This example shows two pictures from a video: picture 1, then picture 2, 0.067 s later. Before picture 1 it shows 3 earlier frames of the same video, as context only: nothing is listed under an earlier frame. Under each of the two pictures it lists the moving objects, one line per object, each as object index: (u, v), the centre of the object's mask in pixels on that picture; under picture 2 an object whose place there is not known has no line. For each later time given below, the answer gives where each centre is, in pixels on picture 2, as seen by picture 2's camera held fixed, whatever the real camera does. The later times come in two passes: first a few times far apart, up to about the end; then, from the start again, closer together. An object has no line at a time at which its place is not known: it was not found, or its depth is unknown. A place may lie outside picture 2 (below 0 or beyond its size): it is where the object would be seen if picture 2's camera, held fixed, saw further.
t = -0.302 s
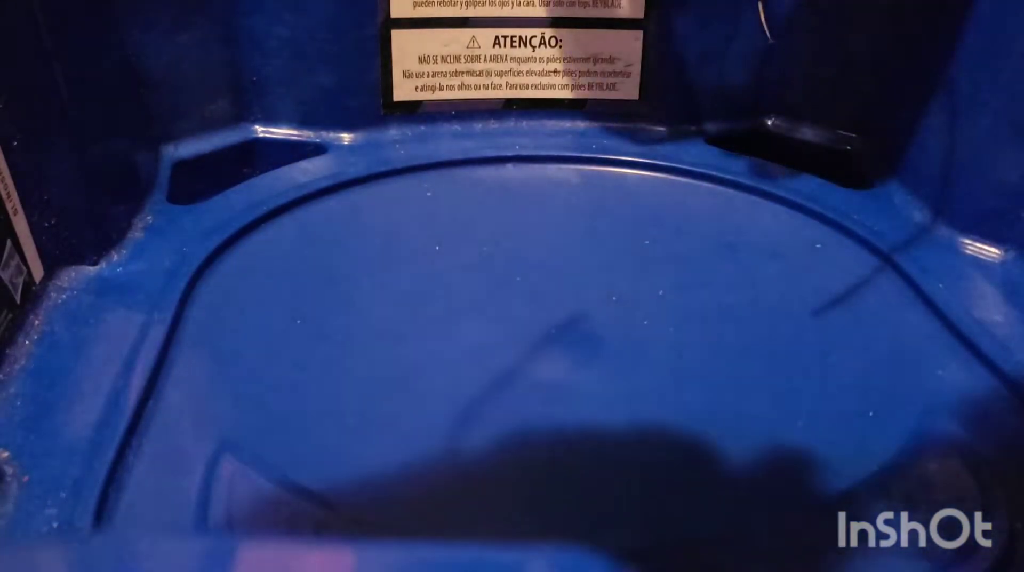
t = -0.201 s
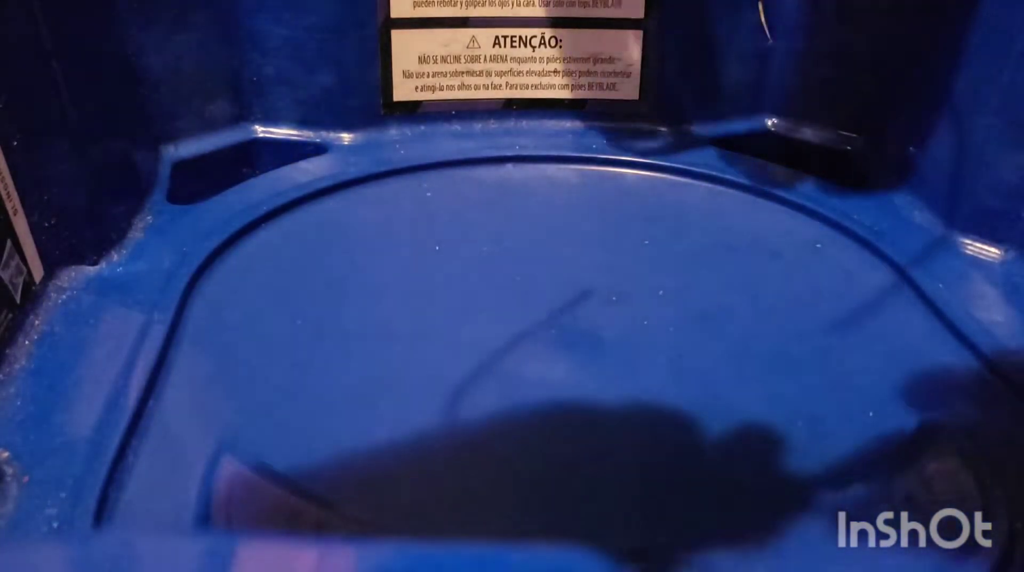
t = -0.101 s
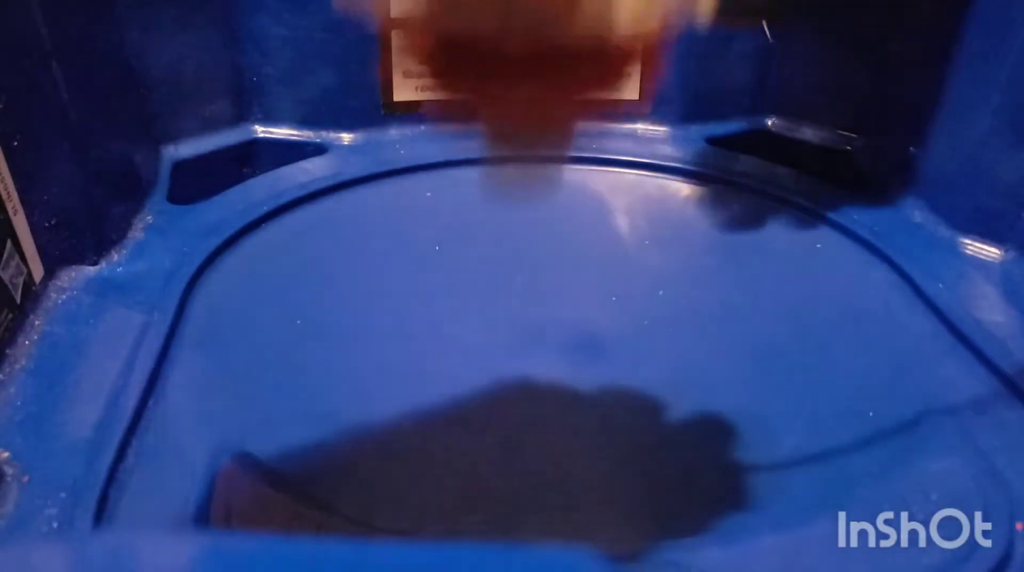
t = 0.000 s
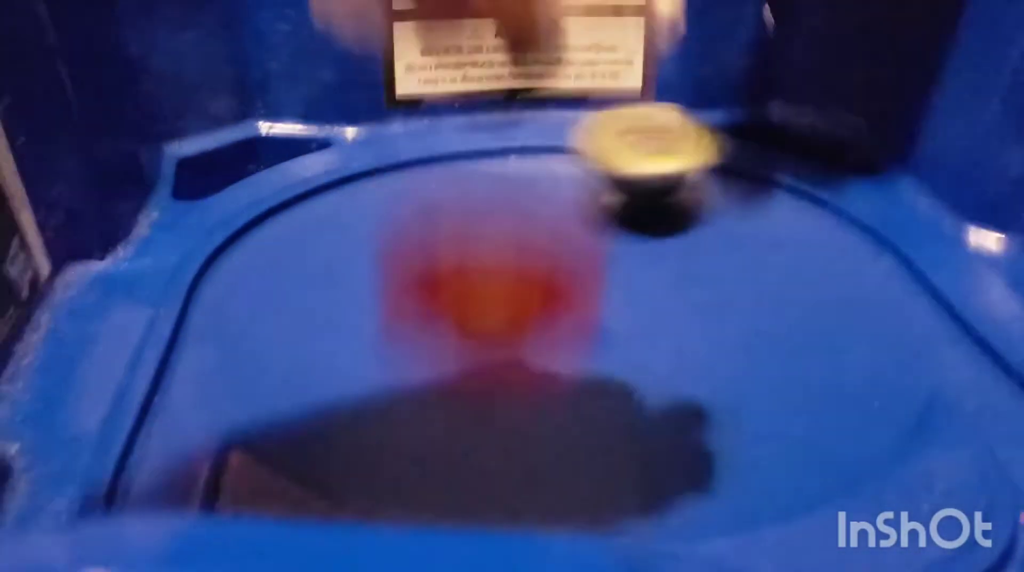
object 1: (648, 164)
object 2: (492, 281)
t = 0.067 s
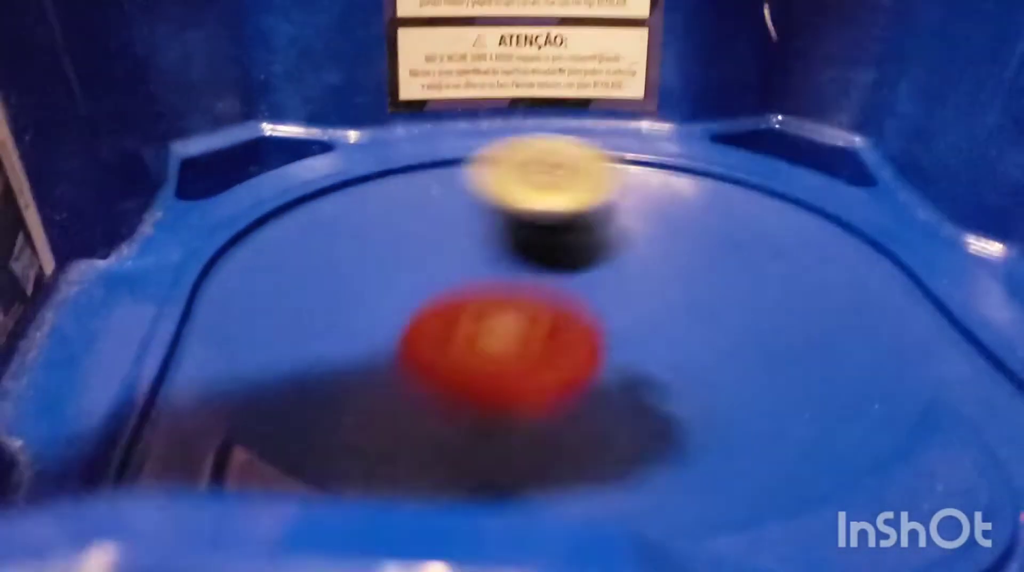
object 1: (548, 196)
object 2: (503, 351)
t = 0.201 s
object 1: (355, 258)
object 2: (560, 314)
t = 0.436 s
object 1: (360, 395)
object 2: (539, 220)
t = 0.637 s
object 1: (778, 331)
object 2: (404, 206)
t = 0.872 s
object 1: (754, 151)
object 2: (396, 321)
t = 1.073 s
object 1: (389, 175)
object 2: (657, 331)
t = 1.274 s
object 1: (293, 356)
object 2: (739, 222)
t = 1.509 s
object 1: (891, 340)
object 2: (550, 156)
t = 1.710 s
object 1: (721, 138)
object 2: (408, 237)
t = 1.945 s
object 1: (252, 226)
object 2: (544, 378)
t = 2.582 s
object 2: (570, 203)
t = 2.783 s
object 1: (563, 199)
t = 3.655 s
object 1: (584, 176)
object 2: (761, 179)
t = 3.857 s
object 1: (397, 163)
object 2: (582, 158)
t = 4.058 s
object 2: (463, 232)
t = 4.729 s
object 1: (463, 143)
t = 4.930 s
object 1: (243, 288)
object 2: (673, 247)
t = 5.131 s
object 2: (478, 232)
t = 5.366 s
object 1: (860, 216)
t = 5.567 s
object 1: (558, 141)
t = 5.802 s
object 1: (285, 234)
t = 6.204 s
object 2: (648, 182)
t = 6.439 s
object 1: (747, 166)
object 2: (500, 177)
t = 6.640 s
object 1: (454, 142)
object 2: (449, 256)
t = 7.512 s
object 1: (532, 228)
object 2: (798, 203)
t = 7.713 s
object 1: (329, 235)
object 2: (617, 200)
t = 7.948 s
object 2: (423, 231)
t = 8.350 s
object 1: (695, 184)
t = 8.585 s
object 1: (457, 155)
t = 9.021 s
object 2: (688, 213)
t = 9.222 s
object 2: (601, 165)
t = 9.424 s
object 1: (740, 205)
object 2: (499, 197)
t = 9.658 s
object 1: (493, 210)
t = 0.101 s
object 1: (495, 195)
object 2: (516, 325)
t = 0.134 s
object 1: (440, 218)
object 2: (537, 353)
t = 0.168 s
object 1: (396, 237)
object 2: (550, 332)
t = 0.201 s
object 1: (355, 258)
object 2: (560, 314)
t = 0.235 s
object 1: (318, 279)
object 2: (563, 298)
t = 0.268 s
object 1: (290, 303)
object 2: (561, 284)
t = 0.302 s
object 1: (270, 327)
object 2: (560, 270)
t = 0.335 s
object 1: (264, 354)
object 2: (560, 256)
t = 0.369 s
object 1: (281, 371)
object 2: (558, 242)
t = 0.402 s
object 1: (310, 383)
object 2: (551, 231)
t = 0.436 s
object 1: (360, 395)
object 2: (539, 220)
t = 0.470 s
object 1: (424, 401)
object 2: (524, 213)
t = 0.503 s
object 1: (495, 400)
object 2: (505, 207)
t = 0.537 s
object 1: (570, 392)
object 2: (483, 203)
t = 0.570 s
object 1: (645, 379)
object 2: (457, 201)
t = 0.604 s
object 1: (717, 358)
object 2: (430, 202)
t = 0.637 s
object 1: (778, 331)
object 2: (404, 206)
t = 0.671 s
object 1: (827, 299)
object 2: (379, 214)
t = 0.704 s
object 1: (862, 264)
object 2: (359, 227)
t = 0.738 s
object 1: (878, 228)
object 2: (346, 244)
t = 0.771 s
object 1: (866, 200)
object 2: (342, 261)
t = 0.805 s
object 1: (840, 178)
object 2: (348, 282)
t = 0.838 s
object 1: (800, 163)
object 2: (367, 302)
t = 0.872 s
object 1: (754, 151)
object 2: (396, 321)
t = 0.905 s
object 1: (703, 145)
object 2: (433, 335)
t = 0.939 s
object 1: (645, 147)
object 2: (479, 345)
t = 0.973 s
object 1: (580, 152)
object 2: (528, 349)
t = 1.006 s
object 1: (517, 158)
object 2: (575, 348)
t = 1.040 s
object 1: (453, 165)
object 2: (618, 341)
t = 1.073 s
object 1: (389, 175)
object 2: (657, 331)
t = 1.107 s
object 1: (327, 187)
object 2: (691, 317)
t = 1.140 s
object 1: (274, 204)
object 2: (718, 301)
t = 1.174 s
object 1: (245, 228)
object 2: (737, 282)
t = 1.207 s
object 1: (242, 267)
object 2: (747, 262)
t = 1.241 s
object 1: (258, 310)
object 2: (747, 242)
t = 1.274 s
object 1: (293, 356)
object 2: (739, 222)
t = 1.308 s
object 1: (351, 395)
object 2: (726, 204)
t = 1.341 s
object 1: (449, 417)
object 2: (706, 188)
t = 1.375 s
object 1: (562, 434)
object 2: (680, 175)
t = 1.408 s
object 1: (675, 437)
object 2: (651, 164)
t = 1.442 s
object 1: (779, 416)
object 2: (620, 158)
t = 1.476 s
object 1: (850, 381)
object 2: (583, 155)
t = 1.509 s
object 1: (891, 340)
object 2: (550, 156)
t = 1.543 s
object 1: (912, 295)
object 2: (518, 161)
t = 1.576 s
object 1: (909, 246)
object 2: (487, 171)
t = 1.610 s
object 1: (885, 208)
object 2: (460, 183)
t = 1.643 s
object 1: (844, 177)
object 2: (438, 198)
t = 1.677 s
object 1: (786, 155)
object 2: (420, 216)
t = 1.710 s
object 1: (721, 138)
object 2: (408, 237)
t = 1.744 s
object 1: (650, 135)
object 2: (403, 259)
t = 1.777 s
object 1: (569, 138)
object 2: (406, 282)
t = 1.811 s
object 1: (495, 141)
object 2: (417, 304)
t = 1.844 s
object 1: (421, 146)
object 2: (436, 326)
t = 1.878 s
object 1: (354, 163)
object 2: (465, 348)
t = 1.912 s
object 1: (293, 193)
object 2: (502, 365)
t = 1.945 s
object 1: (252, 226)
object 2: (544, 378)
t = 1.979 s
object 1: (231, 272)
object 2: (592, 387)
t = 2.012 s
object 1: (230, 327)
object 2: (642, 392)
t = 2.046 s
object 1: (250, 372)
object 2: (693, 392)
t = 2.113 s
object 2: (781, 376)
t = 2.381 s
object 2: (798, 232)
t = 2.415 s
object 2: (766, 220)
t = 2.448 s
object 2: (731, 212)
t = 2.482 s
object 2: (693, 200)
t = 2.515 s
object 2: (648, 192)
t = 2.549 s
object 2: (608, 196)
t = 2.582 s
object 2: (570, 203)
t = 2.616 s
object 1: (686, 240)
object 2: (535, 206)
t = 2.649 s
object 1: (672, 226)
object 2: (500, 209)
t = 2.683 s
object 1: (651, 215)
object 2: (465, 215)
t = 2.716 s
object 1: (627, 207)
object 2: (432, 223)
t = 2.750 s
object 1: (596, 202)
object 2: (401, 233)
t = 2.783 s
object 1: (563, 199)
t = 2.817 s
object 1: (528, 200)
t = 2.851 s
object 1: (490, 203)
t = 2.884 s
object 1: (453, 209)
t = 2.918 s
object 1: (416, 217)
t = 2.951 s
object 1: (381, 224)
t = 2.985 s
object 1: (339, 229)
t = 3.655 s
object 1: (584, 176)
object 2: (761, 179)
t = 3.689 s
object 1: (553, 161)
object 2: (731, 171)
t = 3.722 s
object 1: (520, 149)
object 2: (700, 164)
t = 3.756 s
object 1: (488, 144)
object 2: (670, 158)
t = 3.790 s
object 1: (456, 145)
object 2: (642, 155)
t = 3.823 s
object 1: (427, 152)
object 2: (611, 155)
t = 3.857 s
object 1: (397, 163)
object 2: (582, 158)
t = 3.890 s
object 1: (366, 179)
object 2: (554, 164)
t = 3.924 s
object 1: (338, 199)
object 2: (530, 173)
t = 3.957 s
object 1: (313, 222)
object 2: (508, 186)
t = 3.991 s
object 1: (295, 252)
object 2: (490, 199)
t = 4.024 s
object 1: (288, 286)
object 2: (475, 215)
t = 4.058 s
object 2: (463, 232)
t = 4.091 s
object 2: (456, 250)
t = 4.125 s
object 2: (453, 265)
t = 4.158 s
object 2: (454, 279)
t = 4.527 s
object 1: (817, 192)
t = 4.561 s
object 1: (760, 174)
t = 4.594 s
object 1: (702, 159)
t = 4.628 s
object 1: (642, 150)
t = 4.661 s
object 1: (578, 142)
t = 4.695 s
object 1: (520, 140)
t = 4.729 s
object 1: (463, 143)
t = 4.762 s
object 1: (407, 154)
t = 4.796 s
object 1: (353, 169)
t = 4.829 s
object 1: (302, 190)
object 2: (768, 274)
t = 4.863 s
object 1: (268, 213)
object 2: (739, 264)
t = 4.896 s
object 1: (248, 249)
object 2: (707, 255)
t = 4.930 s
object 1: (243, 288)
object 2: (673, 247)
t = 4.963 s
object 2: (639, 242)
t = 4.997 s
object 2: (606, 238)
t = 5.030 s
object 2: (572, 235)
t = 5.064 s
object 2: (541, 232)
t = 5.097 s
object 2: (509, 231)
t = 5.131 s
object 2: (478, 232)
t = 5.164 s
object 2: (448, 233)
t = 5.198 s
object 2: (419, 236)
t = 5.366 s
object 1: (860, 216)
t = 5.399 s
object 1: (818, 193)
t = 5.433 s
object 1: (774, 172)
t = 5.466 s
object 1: (723, 156)
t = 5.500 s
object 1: (668, 145)
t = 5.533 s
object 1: (614, 141)
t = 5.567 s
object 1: (558, 141)
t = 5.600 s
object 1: (506, 143)
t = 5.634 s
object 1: (457, 148)
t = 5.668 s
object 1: (411, 156)
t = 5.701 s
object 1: (370, 170)
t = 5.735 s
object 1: (334, 187)
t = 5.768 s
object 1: (305, 208)
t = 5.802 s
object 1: (285, 234)
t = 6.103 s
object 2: (689, 217)
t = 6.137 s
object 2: (678, 204)
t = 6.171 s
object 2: (664, 192)
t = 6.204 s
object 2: (648, 182)
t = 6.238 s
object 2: (630, 173)
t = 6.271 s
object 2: (608, 166)
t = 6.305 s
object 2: (585, 163)
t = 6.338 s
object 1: (865, 228)
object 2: (562, 162)
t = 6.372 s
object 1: (835, 202)
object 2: (540, 164)
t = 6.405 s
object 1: (792, 183)
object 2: (519, 169)
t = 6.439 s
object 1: (747, 166)
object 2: (500, 177)
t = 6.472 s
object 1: (698, 155)
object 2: (483, 187)
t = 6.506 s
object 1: (646, 149)
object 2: (470, 198)
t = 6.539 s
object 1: (594, 146)
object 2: (460, 211)
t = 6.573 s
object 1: (548, 146)
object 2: (453, 225)
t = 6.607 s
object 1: (504, 143)
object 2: (449, 240)
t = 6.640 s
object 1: (454, 142)
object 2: (449, 256)
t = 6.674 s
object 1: (412, 157)
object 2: (452, 272)
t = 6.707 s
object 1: (376, 176)
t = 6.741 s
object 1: (348, 198)
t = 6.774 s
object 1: (326, 219)
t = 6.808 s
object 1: (309, 242)
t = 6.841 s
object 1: (300, 265)
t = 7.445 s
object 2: (851, 217)
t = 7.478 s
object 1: (565, 237)
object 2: (826, 209)
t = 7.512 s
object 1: (532, 228)
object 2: (798, 203)
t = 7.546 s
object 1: (497, 220)
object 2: (770, 197)
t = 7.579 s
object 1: (462, 217)
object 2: (740, 195)
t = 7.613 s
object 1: (426, 216)
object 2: (709, 195)
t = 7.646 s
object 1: (392, 218)
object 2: (677, 196)
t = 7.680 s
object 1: (358, 224)
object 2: (647, 197)
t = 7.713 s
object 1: (329, 235)
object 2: (617, 200)
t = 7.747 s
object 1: (304, 248)
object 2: (585, 202)
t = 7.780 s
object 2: (558, 205)
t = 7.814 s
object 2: (528, 209)
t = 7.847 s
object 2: (501, 214)
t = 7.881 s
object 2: (475, 220)
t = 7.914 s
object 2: (449, 225)
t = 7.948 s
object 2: (423, 231)
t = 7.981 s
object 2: (398, 238)
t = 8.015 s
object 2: (376, 247)
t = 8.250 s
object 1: (743, 246)
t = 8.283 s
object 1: (733, 223)
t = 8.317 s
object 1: (717, 202)
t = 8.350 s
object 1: (695, 184)
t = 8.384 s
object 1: (668, 167)
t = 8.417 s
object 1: (639, 155)
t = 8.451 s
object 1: (604, 146)
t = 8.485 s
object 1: (567, 142)
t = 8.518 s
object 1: (530, 141)
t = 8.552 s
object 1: (493, 146)
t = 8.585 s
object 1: (457, 155)
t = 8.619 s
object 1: (427, 169)
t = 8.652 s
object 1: (402, 189)
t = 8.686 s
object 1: (384, 210)
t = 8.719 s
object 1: (374, 235)
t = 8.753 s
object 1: (373, 260)
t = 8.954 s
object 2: (699, 238)
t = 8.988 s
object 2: (695, 225)
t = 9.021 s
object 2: (688, 213)
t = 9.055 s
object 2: (678, 201)
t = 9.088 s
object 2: (667, 190)
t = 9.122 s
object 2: (654, 181)
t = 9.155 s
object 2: (639, 174)
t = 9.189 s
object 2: (621, 168)
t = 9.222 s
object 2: (601, 165)
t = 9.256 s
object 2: (581, 164)
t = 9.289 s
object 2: (561, 166)
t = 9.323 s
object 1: (843, 243)
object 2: (544, 171)
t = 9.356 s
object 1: (813, 227)
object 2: (527, 178)
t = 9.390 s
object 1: (779, 215)
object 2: (512, 187)
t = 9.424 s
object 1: (740, 205)
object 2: (499, 197)
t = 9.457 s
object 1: (698, 200)
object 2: (489, 210)
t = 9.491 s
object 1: (653, 198)
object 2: (481, 222)
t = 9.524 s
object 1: (610, 198)
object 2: (474, 235)
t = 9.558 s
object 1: (576, 201)
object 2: (463, 249)
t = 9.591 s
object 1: (549, 202)
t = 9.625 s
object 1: (521, 205)
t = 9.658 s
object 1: (493, 210)
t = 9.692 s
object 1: (466, 218)
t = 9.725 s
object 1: (449, 222)
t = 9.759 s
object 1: (459, 237)
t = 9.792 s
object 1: (466, 245)
